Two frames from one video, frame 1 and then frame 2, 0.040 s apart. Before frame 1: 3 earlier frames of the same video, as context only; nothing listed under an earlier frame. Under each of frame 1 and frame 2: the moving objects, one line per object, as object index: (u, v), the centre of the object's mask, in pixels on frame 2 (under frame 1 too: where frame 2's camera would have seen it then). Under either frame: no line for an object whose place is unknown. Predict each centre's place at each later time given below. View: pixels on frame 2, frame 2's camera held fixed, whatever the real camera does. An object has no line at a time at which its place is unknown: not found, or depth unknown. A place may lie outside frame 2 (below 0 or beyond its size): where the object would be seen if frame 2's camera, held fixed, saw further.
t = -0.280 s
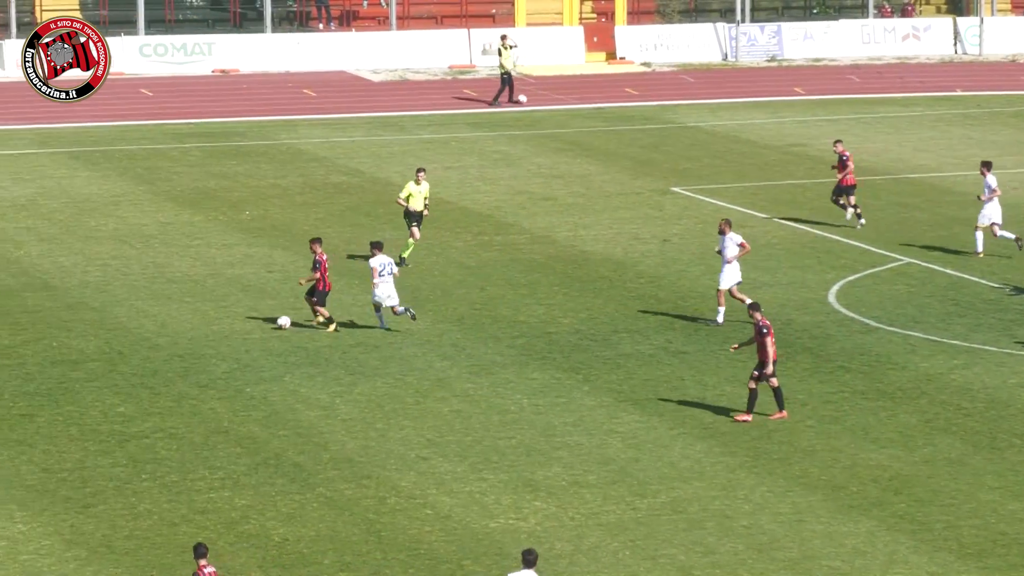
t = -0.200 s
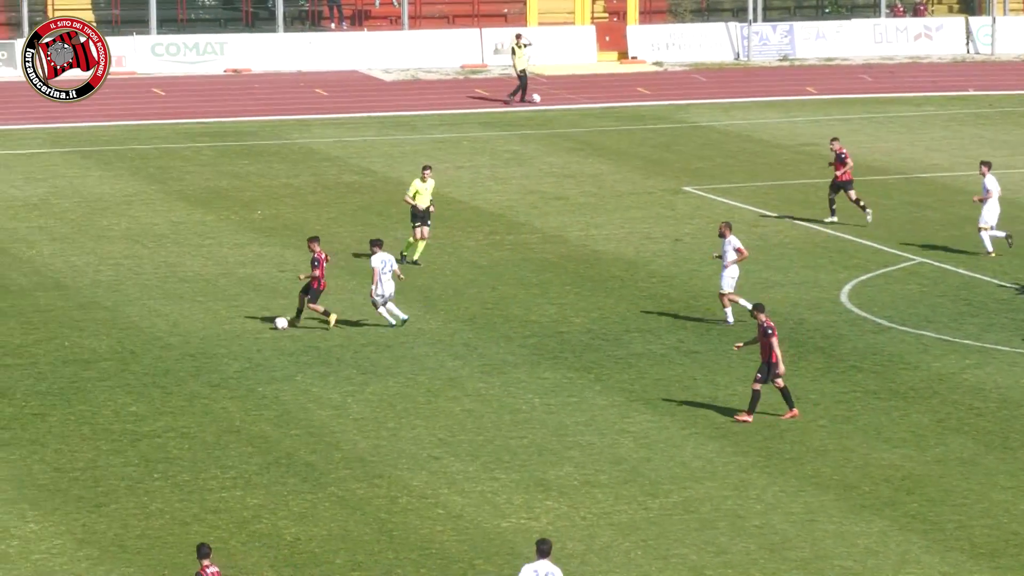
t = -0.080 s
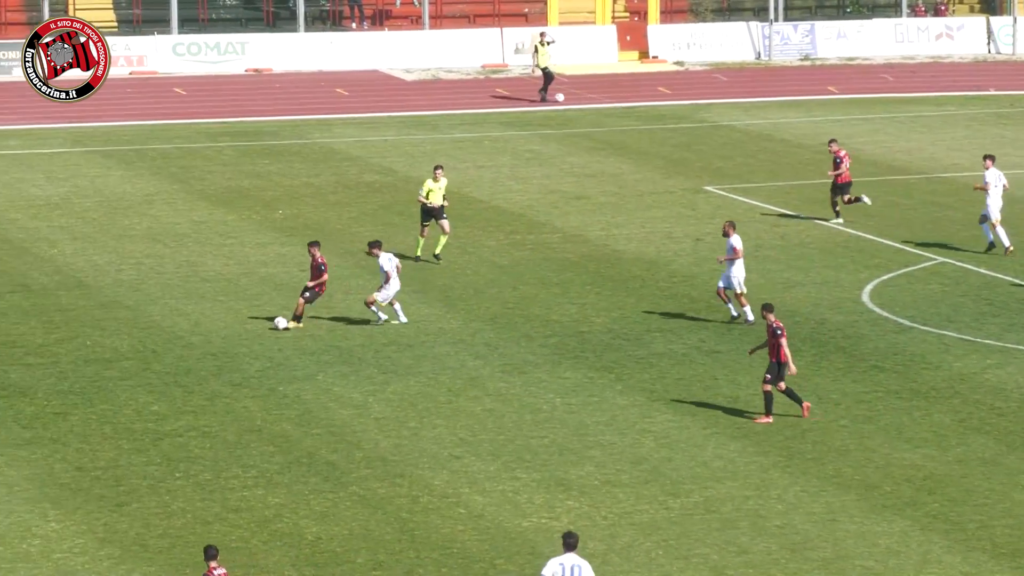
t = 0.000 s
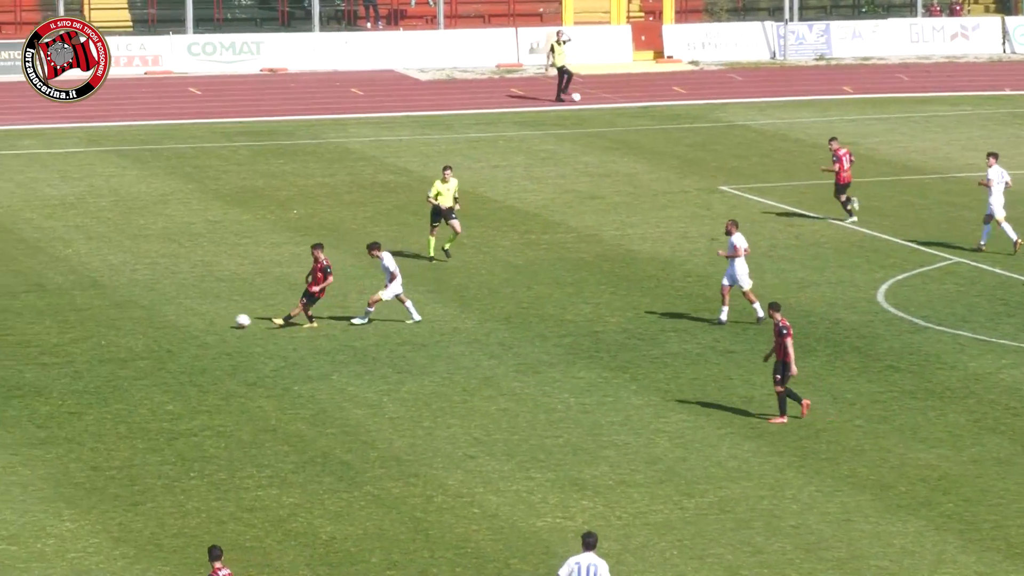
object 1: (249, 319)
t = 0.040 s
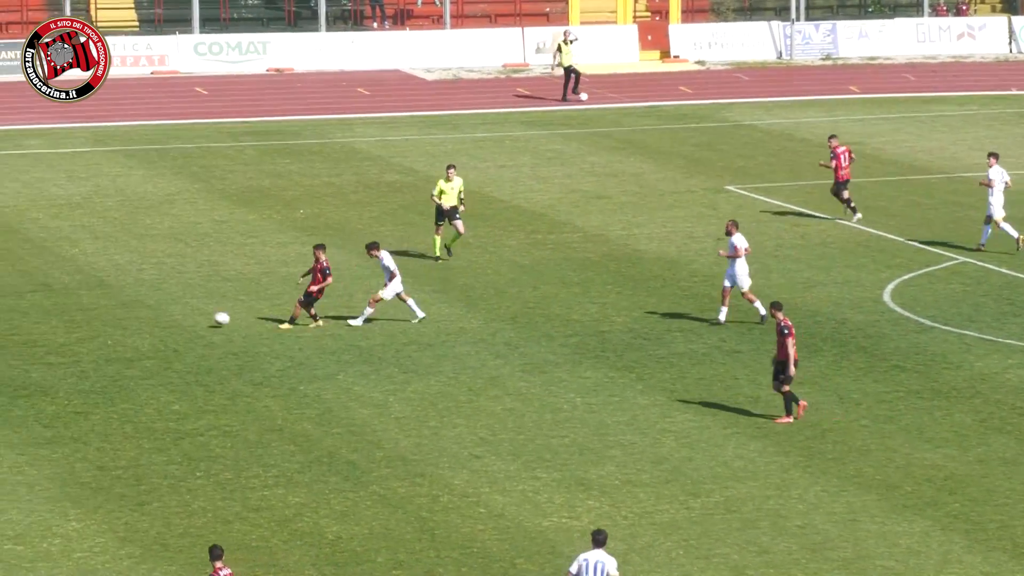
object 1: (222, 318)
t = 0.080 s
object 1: (195, 318)
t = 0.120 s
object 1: (168, 317)
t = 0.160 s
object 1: (142, 318)
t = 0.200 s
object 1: (116, 320)
